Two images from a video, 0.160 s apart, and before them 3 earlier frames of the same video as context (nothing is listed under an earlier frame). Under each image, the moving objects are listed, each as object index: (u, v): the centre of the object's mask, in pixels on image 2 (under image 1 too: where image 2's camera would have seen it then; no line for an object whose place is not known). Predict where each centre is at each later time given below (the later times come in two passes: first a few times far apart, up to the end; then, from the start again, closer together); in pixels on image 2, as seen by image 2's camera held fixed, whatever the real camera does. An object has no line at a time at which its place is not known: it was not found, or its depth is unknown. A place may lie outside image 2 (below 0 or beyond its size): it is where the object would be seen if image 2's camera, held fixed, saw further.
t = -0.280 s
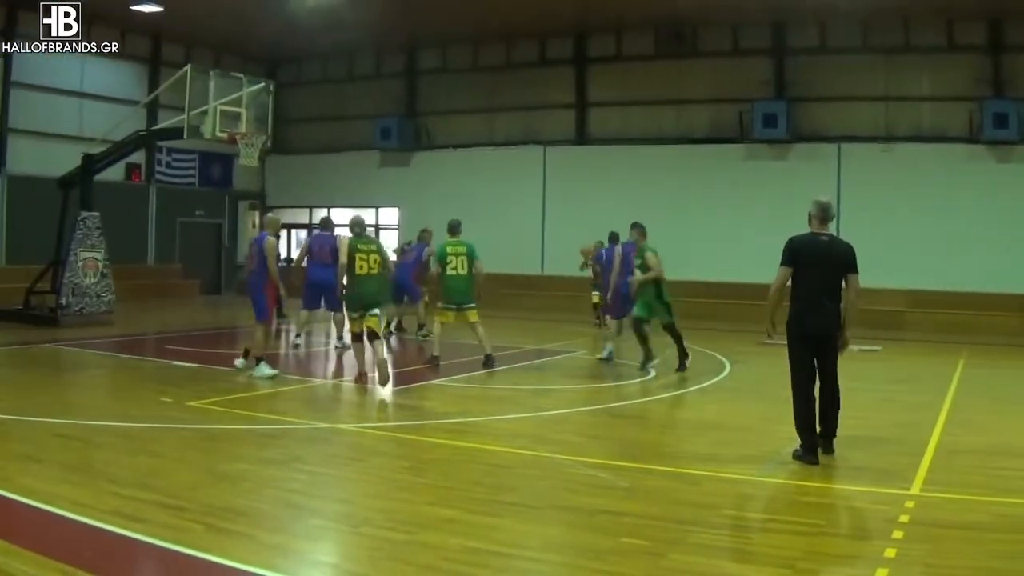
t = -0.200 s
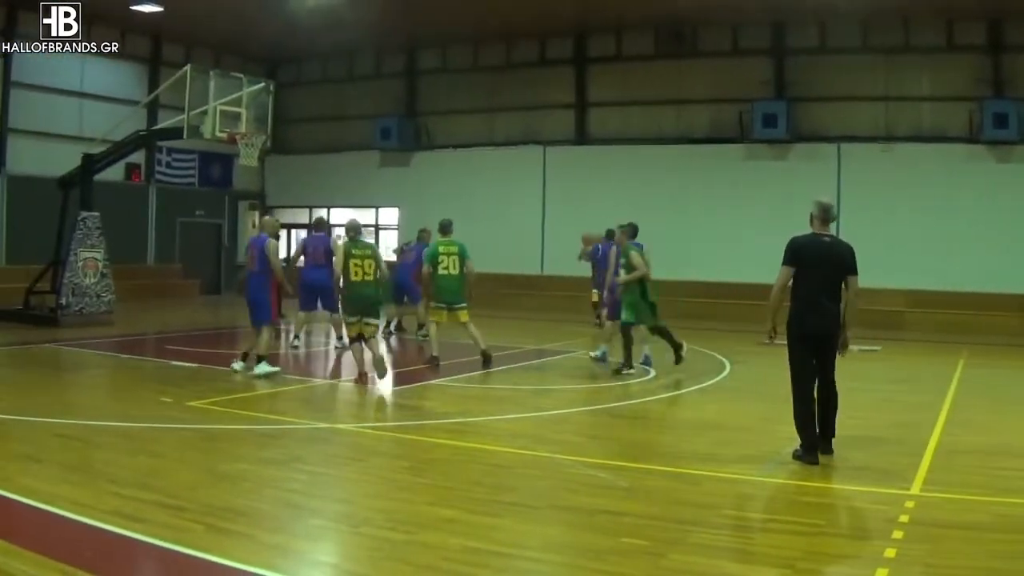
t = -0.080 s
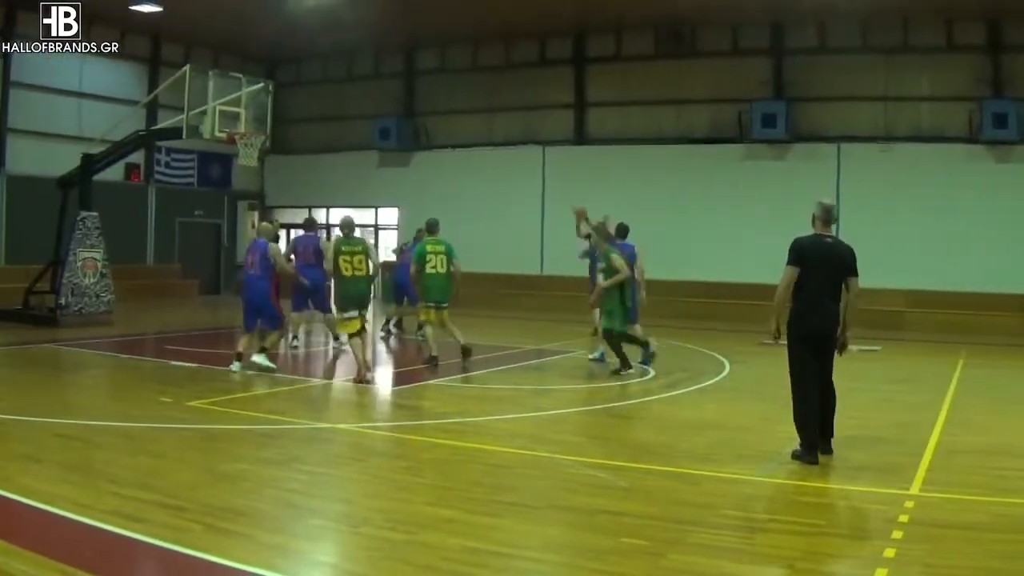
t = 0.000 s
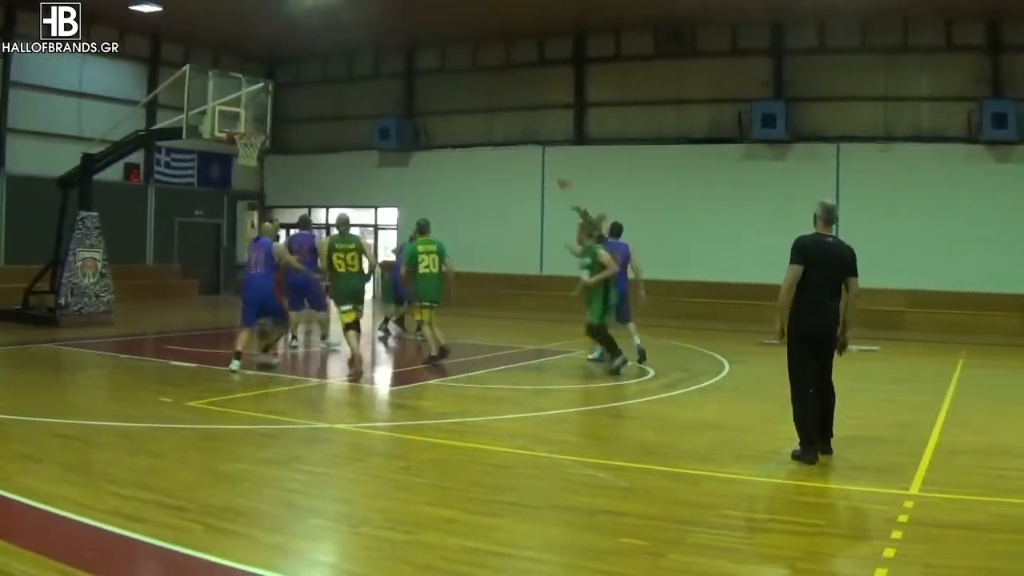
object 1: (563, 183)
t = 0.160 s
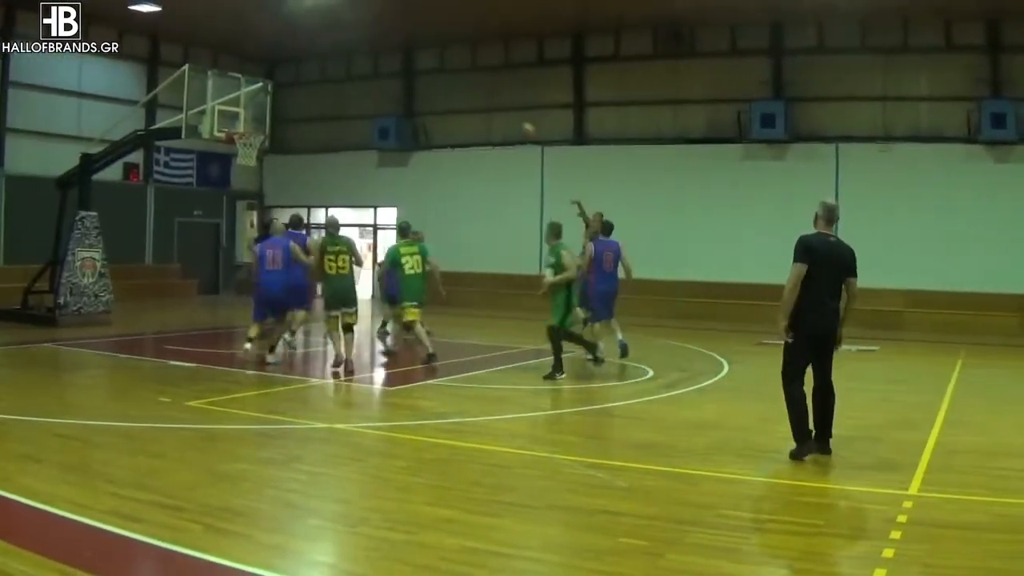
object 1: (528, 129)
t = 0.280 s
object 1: (498, 97)
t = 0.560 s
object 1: (429, 56)
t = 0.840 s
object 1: (350, 57)
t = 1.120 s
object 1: (265, 109)
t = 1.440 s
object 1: (266, 109)
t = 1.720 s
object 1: (294, 118)
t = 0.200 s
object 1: (519, 118)
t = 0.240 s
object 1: (508, 107)
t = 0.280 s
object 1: (498, 97)
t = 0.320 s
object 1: (489, 90)
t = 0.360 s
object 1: (480, 82)
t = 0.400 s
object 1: (470, 76)
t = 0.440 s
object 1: (459, 69)
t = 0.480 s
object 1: (448, 64)
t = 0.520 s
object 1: (439, 59)
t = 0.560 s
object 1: (429, 56)
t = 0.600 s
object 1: (417, 53)
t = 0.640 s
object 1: (406, 53)
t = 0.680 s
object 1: (395, 51)
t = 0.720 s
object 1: (384, 51)
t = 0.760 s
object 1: (372, 52)
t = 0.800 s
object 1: (361, 54)
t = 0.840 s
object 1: (350, 57)
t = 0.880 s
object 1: (338, 61)
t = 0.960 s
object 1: (314, 72)
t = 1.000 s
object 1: (302, 80)
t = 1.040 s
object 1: (289, 89)
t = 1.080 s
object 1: (278, 97)
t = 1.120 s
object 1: (265, 109)
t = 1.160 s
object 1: (251, 120)
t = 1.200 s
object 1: (244, 130)
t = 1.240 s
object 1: (245, 131)
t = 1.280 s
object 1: (250, 125)
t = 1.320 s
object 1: (255, 117)
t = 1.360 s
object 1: (259, 113)
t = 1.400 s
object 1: (262, 111)
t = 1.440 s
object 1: (266, 109)
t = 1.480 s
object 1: (271, 106)
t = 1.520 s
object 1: (274, 106)
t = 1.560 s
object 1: (278, 106)
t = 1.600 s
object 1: (282, 108)
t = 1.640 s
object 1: (286, 111)
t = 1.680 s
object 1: (290, 114)
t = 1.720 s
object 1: (294, 118)
